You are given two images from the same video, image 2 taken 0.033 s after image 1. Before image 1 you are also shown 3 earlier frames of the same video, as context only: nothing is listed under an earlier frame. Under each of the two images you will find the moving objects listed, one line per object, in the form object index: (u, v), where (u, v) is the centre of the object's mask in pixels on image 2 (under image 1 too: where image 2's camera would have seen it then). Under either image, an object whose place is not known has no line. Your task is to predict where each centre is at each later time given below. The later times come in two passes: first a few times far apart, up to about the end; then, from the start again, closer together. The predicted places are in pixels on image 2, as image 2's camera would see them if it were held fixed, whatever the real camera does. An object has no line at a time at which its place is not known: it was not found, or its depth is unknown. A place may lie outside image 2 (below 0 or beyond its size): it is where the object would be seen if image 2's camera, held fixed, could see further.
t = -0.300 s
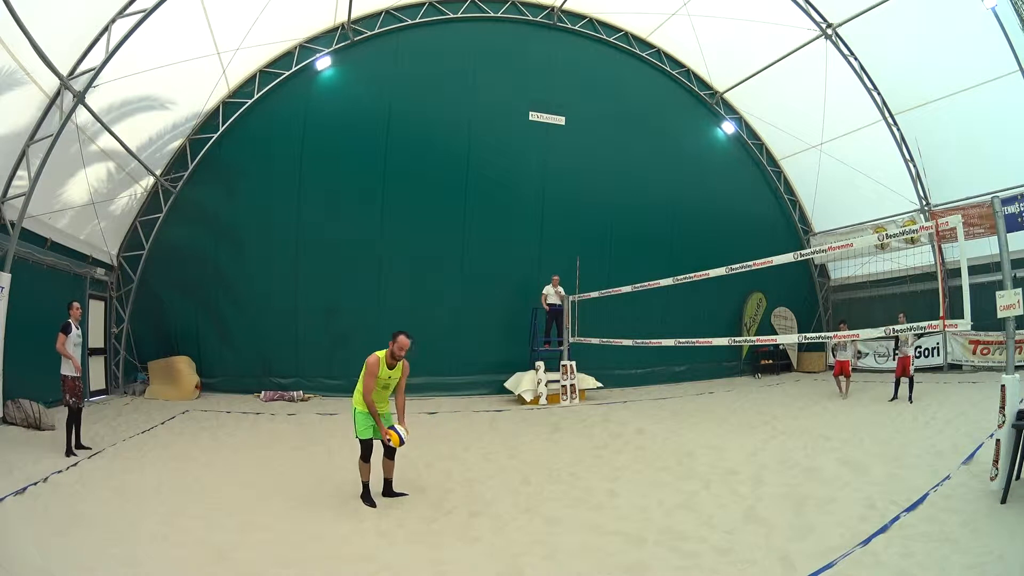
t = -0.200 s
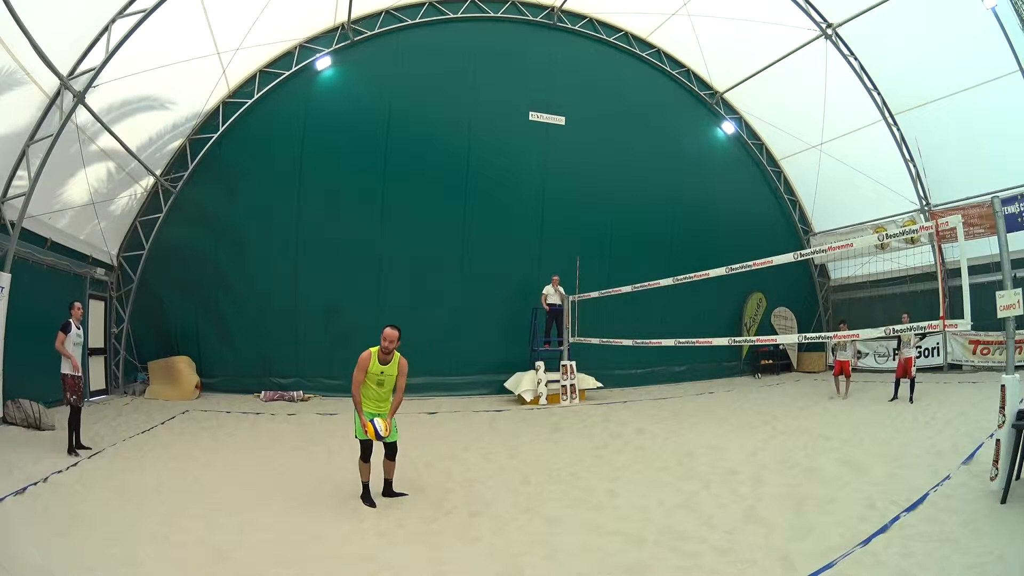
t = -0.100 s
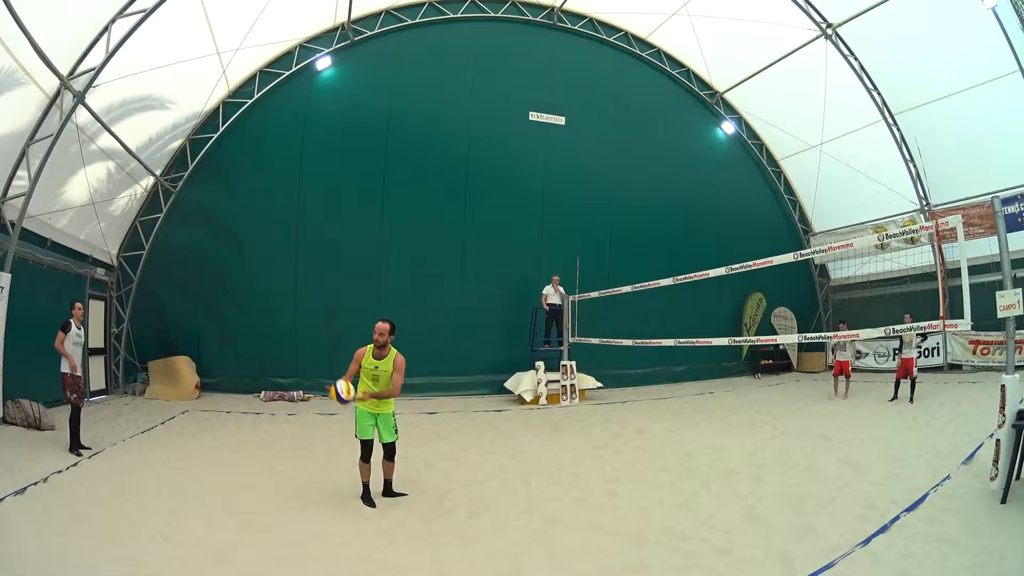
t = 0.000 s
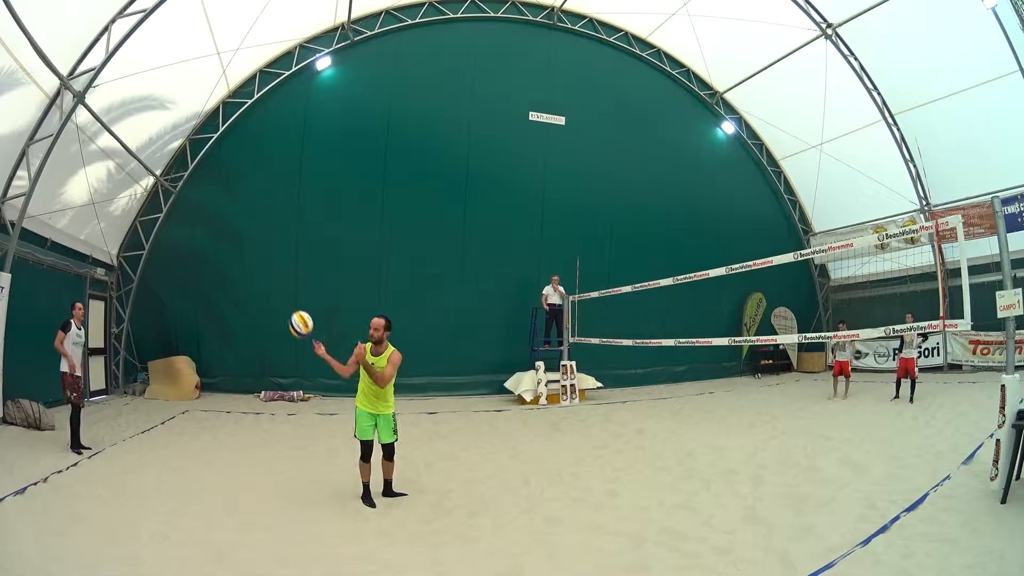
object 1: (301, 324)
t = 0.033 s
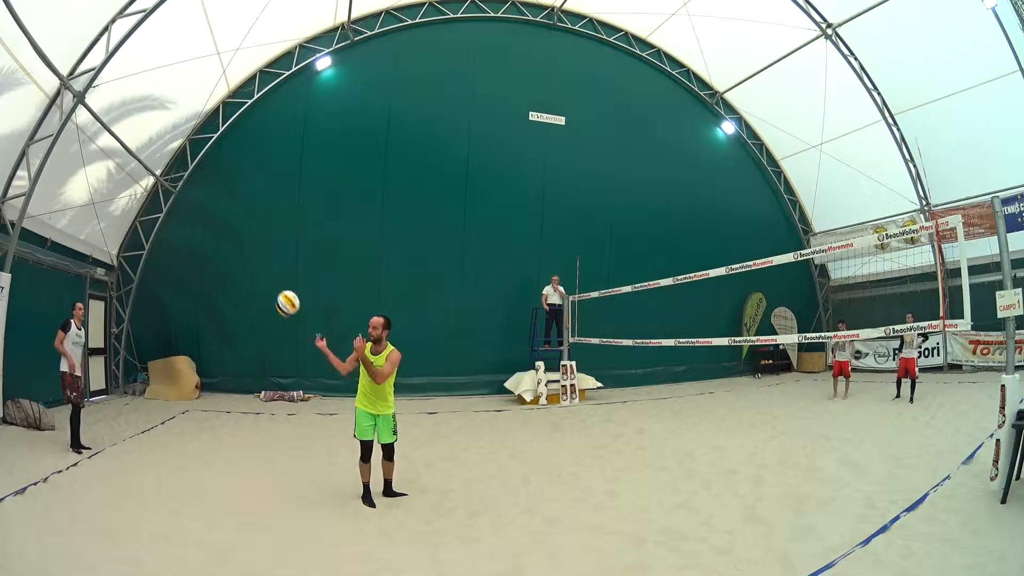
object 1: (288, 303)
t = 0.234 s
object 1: (216, 208)
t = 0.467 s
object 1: (139, 162)
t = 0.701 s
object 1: (65, 180)
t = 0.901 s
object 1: (7, 246)
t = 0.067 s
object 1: (275, 284)
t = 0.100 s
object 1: (263, 265)
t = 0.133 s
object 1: (250, 249)
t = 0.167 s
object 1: (238, 233)
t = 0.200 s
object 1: (227, 220)
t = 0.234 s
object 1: (216, 208)
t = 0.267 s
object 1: (204, 197)
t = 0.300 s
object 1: (193, 187)
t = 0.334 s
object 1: (182, 180)
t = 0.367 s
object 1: (171, 173)
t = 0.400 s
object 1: (160, 168)
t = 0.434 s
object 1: (150, 164)
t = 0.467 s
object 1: (139, 162)
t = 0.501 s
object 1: (128, 160)
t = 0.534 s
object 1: (118, 160)
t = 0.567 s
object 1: (107, 162)
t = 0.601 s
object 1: (96, 164)
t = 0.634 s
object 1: (86, 168)
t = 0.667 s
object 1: (75, 173)
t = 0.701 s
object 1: (65, 180)
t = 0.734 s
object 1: (55, 187)
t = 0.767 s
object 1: (44, 197)
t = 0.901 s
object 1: (7, 246)
